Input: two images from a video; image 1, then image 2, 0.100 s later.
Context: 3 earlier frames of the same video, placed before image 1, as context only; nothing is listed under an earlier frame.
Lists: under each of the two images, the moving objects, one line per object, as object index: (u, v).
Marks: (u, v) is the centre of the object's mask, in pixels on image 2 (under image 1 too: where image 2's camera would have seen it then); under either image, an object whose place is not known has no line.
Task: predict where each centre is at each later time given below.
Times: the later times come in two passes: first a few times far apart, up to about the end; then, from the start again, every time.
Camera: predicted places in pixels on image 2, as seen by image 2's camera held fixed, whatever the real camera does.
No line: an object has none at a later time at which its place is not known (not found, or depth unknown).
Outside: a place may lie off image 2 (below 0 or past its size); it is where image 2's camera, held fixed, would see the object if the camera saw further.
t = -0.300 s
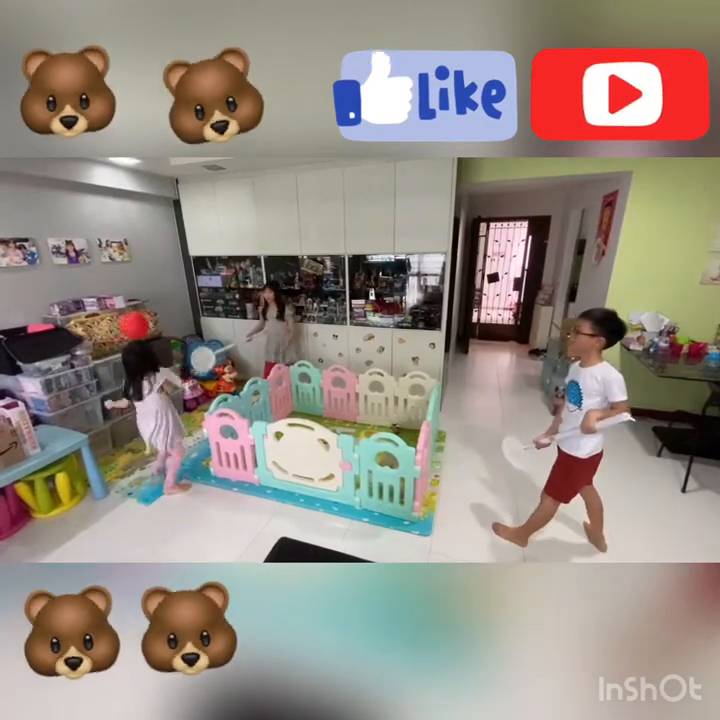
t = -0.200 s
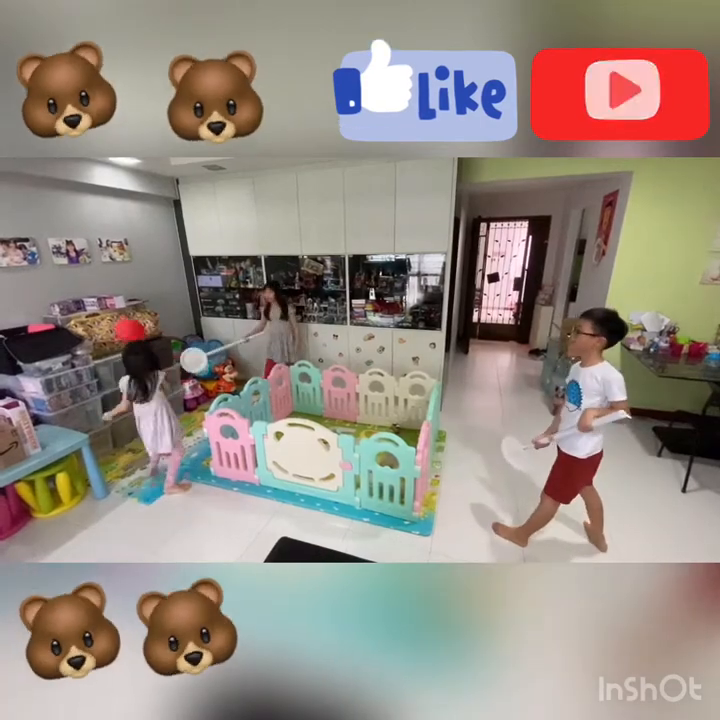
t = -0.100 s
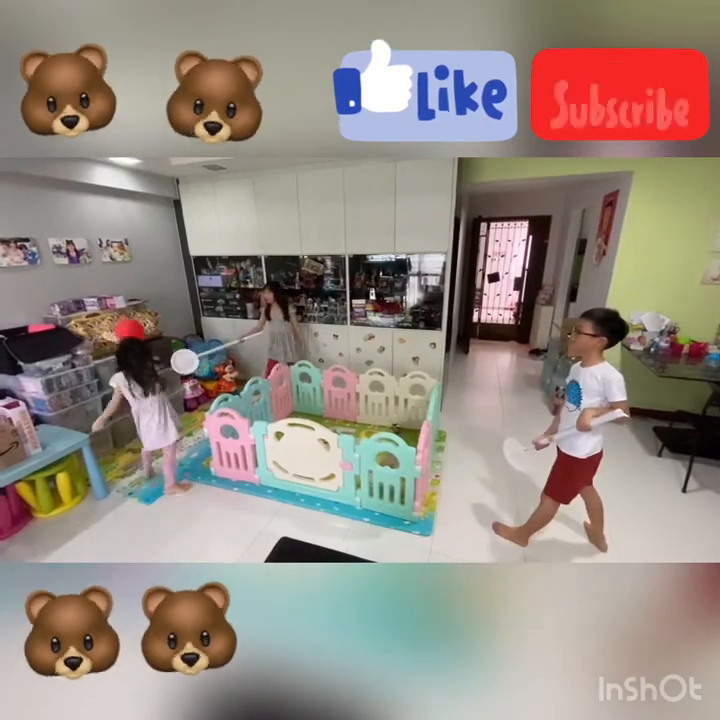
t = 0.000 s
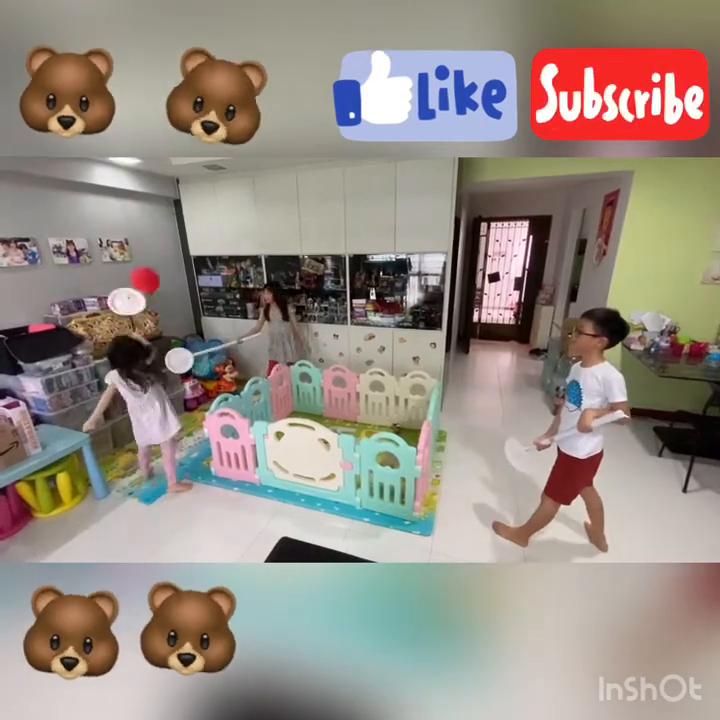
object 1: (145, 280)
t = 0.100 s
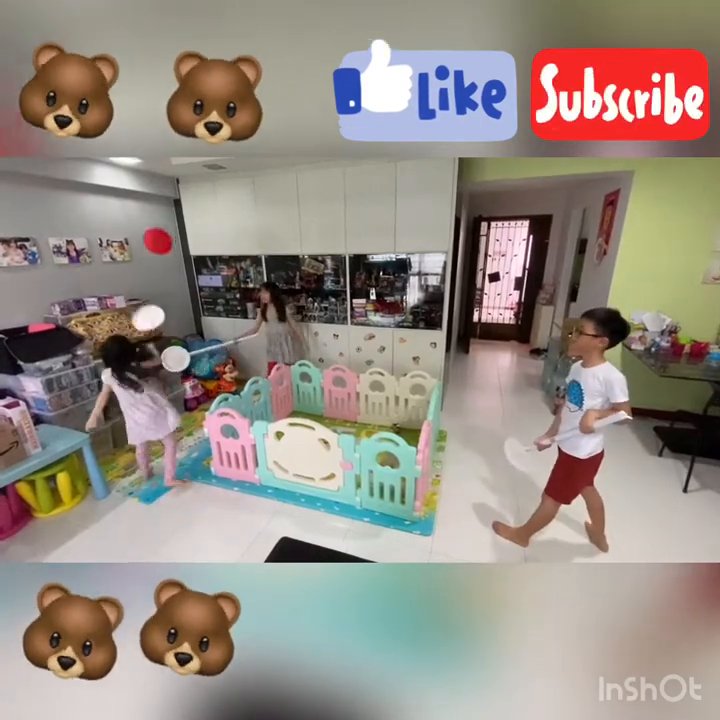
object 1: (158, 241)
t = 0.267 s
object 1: (170, 199)
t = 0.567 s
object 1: (194, 170)
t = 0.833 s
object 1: (213, 194)
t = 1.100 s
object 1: (228, 252)
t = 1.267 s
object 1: (234, 297)
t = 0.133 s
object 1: (161, 231)
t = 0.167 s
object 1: (163, 222)
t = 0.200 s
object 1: (166, 213)
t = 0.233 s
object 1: (168, 205)
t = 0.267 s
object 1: (170, 199)
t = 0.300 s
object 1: (173, 193)
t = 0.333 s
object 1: (175, 187)
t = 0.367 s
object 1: (178, 182)
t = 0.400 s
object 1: (180, 178)
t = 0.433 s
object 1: (183, 175)
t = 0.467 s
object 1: (186, 173)
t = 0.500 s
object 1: (189, 171)
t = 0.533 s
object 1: (191, 171)
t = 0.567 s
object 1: (194, 170)
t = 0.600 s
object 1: (196, 171)
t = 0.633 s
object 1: (199, 172)
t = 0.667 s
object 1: (201, 174)
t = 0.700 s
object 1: (204, 177)
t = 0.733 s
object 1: (206, 180)
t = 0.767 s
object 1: (209, 184)
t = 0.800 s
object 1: (211, 189)
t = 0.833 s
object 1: (213, 194)
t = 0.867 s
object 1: (216, 200)
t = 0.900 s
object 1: (217, 206)
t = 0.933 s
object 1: (219, 213)
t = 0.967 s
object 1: (221, 220)
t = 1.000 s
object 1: (223, 227)
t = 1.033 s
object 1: (225, 234)
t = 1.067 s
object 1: (226, 242)
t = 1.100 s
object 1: (228, 252)
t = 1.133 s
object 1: (229, 261)
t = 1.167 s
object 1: (230, 269)
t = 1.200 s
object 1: (232, 278)
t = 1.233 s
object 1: (233, 287)
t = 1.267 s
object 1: (234, 297)
